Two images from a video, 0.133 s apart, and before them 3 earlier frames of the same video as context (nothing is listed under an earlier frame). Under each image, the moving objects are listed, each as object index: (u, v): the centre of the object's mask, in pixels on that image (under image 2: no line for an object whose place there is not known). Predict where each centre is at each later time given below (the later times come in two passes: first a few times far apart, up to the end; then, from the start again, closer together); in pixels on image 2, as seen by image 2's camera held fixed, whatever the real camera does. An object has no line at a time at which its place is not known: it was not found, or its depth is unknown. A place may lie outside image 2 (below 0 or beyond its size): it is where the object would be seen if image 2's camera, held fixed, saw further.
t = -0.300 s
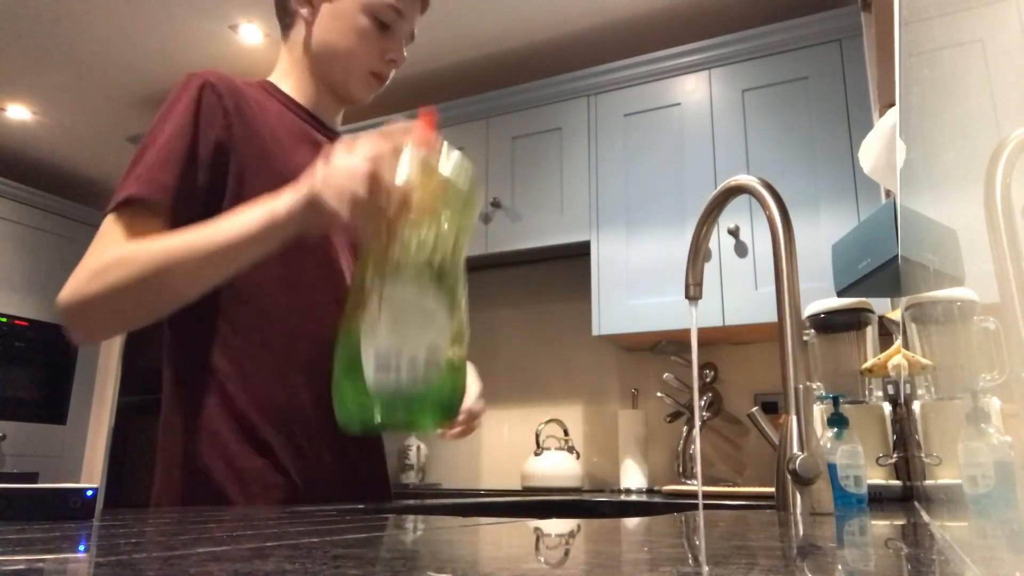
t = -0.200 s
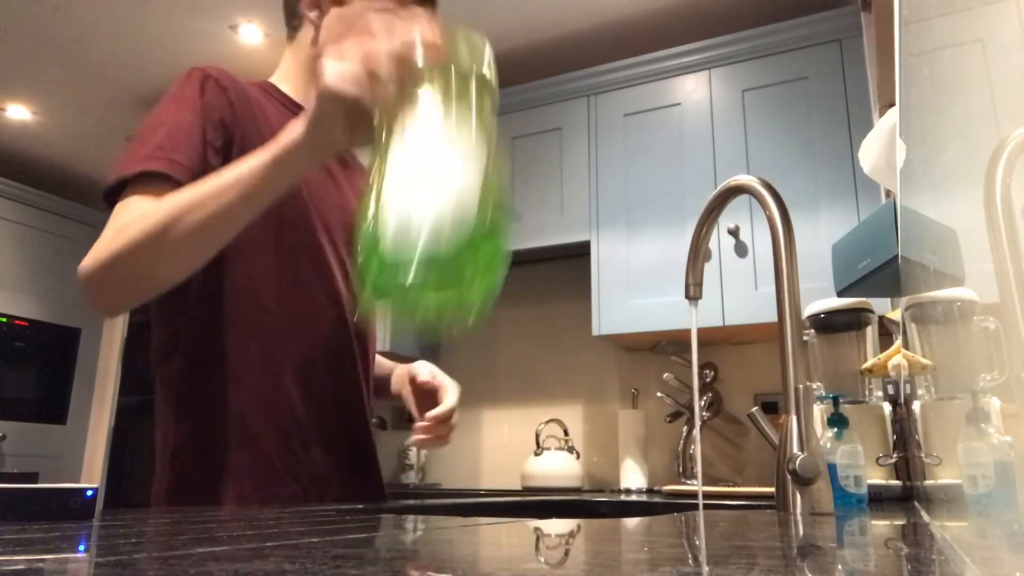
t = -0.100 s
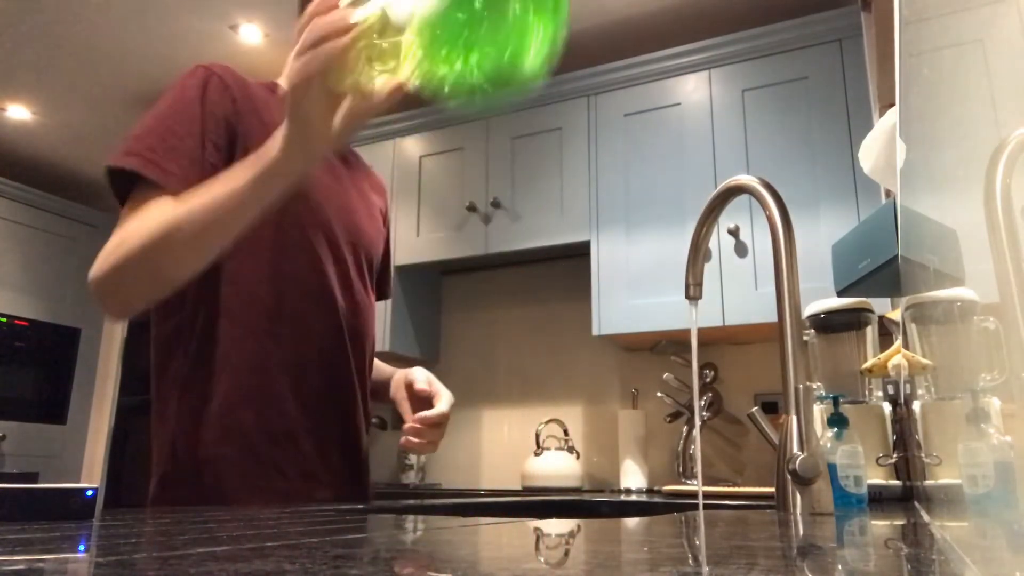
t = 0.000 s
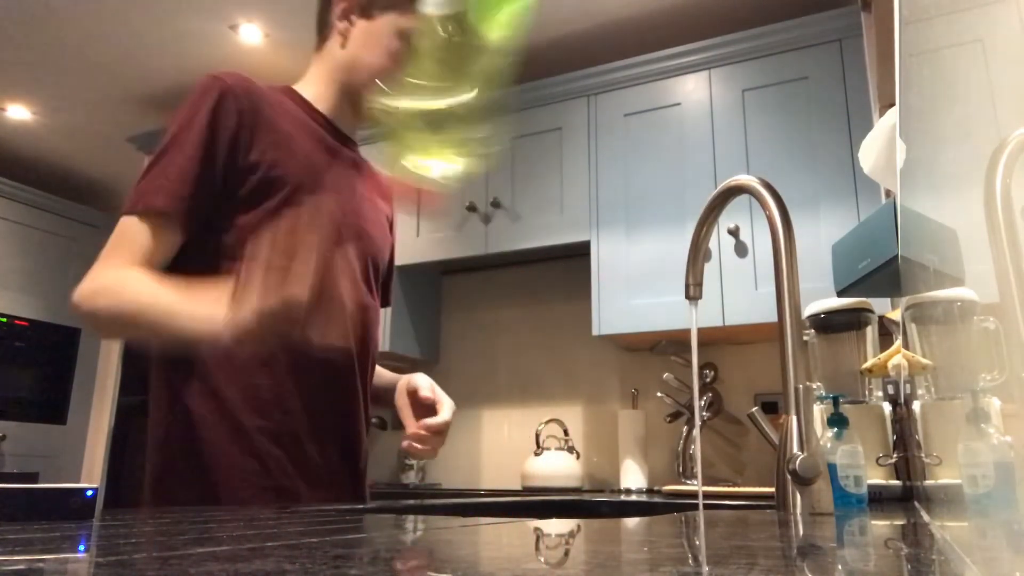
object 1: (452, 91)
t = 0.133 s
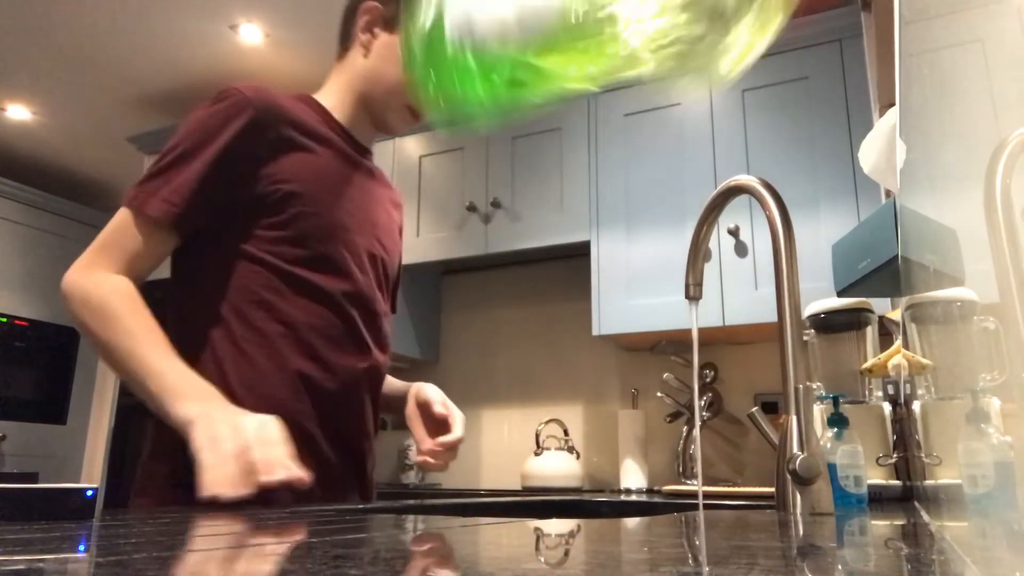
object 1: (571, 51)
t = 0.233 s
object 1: (570, 176)
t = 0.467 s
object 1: (494, 300)
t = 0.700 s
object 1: (487, 285)
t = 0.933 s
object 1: (541, 305)
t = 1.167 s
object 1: (545, 306)
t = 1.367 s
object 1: (545, 305)
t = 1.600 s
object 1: (545, 305)
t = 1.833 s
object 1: (545, 305)
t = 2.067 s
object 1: (545, 305)
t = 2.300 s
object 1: (545, 305)
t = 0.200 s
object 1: (561, 128)
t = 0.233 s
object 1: (570, 176)
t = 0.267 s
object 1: (556, 270)
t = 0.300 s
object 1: (540, 312)
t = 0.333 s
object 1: (528, 306)
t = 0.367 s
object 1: (519, 307)
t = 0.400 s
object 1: (510, 306)
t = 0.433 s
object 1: (501, 303)
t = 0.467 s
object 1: (494, 300)
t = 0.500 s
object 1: (487, 296)
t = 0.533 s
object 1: (482, 292)
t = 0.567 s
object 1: (477, 286)
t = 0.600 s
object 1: (476, 284)
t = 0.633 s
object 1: (479, 283)
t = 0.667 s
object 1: (482, 282)
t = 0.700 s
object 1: (487, 285)
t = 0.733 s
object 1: (495, 289)
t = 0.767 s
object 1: (506, 291)
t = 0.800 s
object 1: (521, 299)
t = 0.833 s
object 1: (533, 298)
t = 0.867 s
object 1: (539, 300)
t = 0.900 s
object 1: (540, 300)
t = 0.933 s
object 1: (541, 305)
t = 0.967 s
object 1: (543, 305)
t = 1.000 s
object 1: (544, 306)
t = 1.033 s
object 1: (544, 306)
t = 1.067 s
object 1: (544, 305)
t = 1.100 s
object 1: (545, 306)
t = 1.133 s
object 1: (545, 305)
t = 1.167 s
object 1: (545, 306)
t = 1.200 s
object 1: (545, 305)
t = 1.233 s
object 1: (545, 305)
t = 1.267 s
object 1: (545, 305)
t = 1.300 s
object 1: (545, 305)
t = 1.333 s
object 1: (545, 305)
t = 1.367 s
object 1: (545, 305)
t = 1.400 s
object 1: (545, 305)
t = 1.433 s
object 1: (545, 305)
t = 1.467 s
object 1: (545, 305)
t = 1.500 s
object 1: (545, 305)
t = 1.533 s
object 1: (545, 305)
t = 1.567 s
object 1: (545, 305)
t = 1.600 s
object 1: (545, 305)
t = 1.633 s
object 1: (545, 305)
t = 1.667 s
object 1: (545, 305)
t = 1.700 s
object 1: (545, 305)
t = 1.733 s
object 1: (545, 305)
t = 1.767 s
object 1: (545, 305)
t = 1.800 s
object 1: (545, 305)
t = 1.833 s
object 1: (545, 305)
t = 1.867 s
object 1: (545, 305)
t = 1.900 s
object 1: (545, 305)
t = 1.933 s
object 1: (545, 305)
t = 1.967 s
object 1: (545, 305)
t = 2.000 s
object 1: (545, 305)
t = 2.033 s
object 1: (545, 305)
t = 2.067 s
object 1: (545, 305)
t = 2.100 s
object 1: (545, 305)
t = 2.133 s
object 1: (545, 306)
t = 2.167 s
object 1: (545, 305)
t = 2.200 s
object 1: (545, 306)
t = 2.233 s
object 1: (545, 305)
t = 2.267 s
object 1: (545, 305)
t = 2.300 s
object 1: (545, 305)
